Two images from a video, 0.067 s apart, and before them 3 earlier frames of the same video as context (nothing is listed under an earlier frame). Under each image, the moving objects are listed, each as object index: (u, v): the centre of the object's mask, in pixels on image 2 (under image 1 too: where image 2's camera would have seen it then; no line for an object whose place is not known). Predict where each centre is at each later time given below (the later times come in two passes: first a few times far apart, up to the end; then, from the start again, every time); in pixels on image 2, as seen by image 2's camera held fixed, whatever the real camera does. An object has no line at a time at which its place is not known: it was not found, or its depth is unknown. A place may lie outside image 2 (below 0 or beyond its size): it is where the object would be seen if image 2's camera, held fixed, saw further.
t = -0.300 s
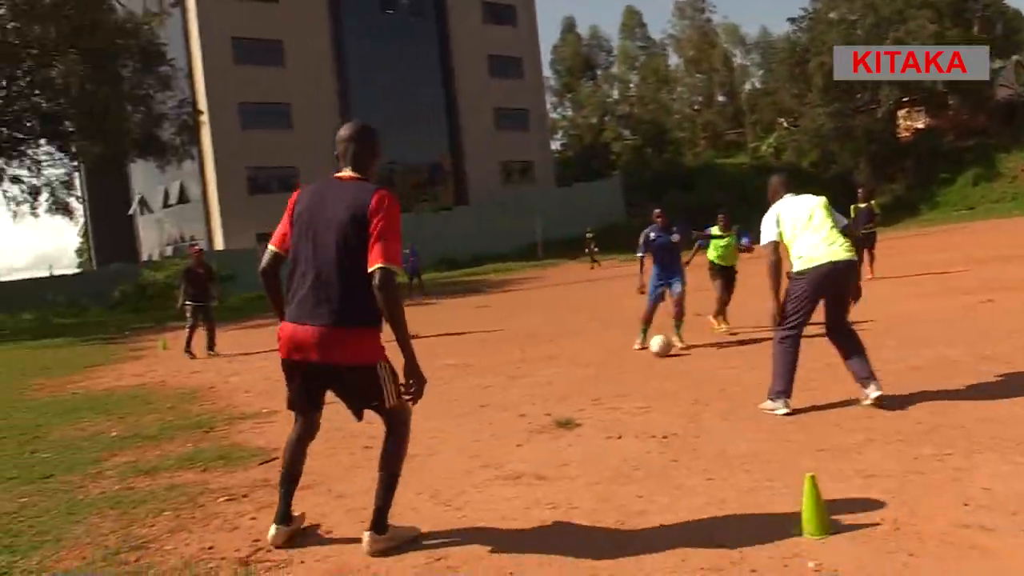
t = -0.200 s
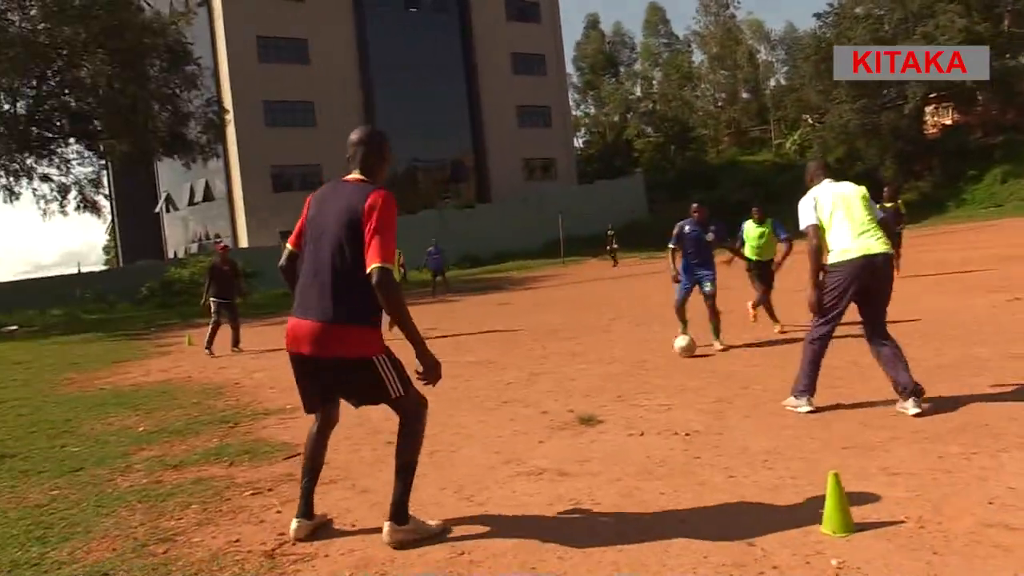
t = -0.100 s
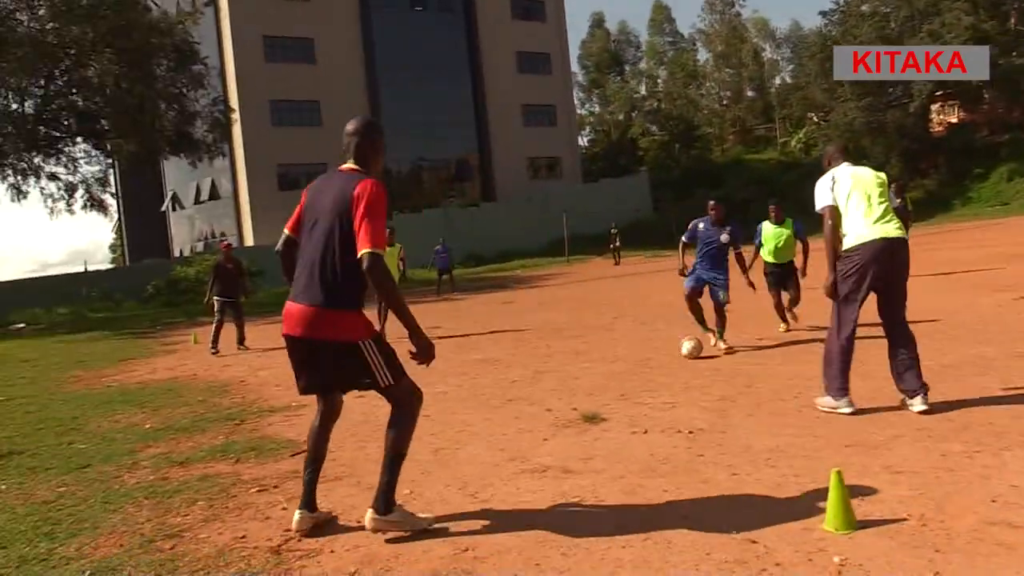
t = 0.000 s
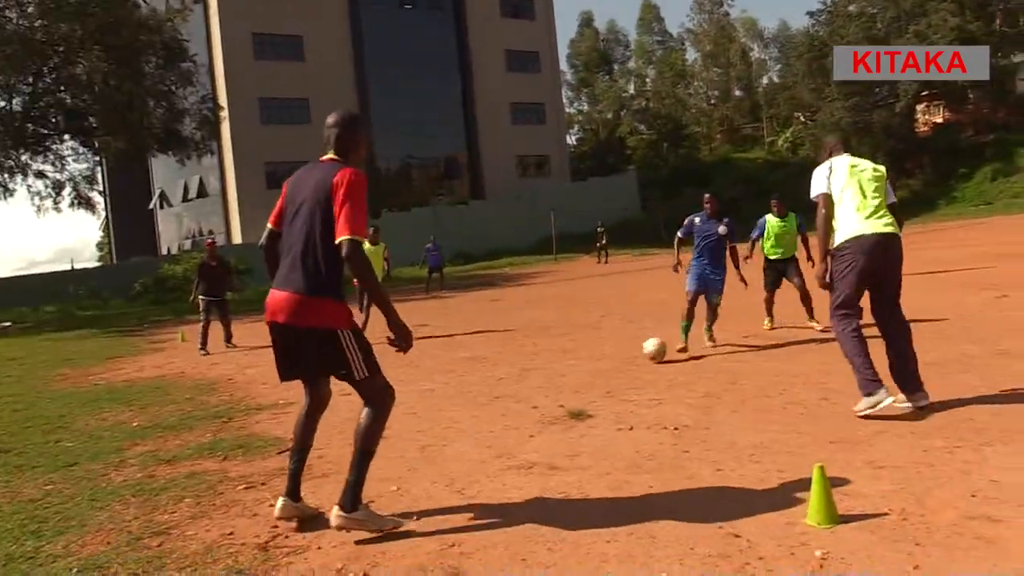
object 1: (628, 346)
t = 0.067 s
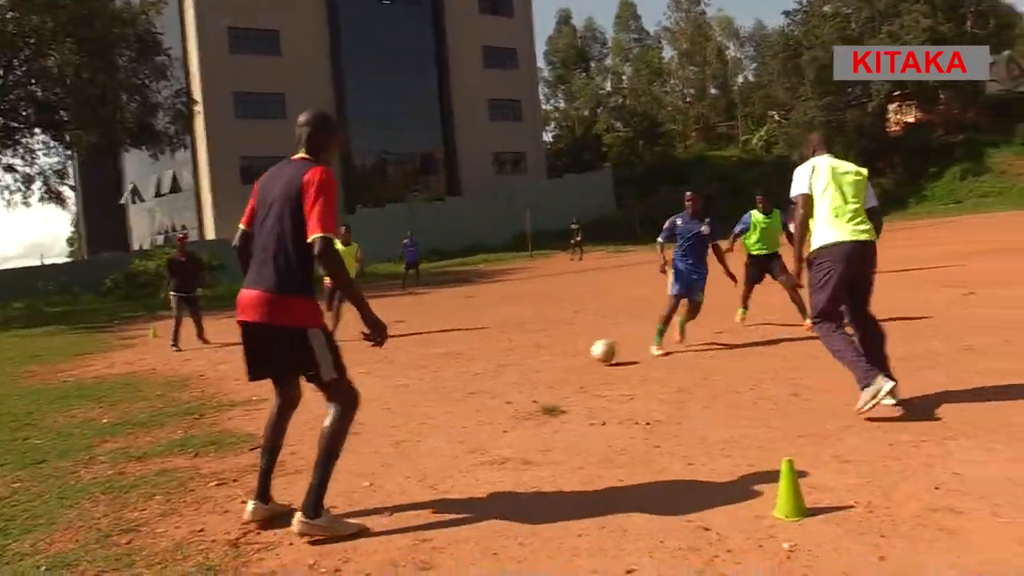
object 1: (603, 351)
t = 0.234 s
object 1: (546, 368)
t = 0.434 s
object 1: (482, 388)
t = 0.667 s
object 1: (394, 415)
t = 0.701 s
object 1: (380, 417)
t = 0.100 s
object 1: (592, 356)
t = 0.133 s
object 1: (581, 360)
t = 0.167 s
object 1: (569, 362)
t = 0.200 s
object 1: (558, 364)
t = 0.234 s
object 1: (546, 368)
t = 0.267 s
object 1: (535, 372)
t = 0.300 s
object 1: (526, 374)
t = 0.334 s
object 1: (515, 379)
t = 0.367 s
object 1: (505, 381)
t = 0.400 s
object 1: (493, 384)
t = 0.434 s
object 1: (482, 388)
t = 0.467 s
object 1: (471, 392)
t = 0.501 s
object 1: (459, 396)
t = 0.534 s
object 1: (447, 398)
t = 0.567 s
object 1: (434, 402)
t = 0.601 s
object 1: (421, 406)
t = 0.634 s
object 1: (408, 410)
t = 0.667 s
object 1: (394, 415)
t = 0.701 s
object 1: (380, 417)
